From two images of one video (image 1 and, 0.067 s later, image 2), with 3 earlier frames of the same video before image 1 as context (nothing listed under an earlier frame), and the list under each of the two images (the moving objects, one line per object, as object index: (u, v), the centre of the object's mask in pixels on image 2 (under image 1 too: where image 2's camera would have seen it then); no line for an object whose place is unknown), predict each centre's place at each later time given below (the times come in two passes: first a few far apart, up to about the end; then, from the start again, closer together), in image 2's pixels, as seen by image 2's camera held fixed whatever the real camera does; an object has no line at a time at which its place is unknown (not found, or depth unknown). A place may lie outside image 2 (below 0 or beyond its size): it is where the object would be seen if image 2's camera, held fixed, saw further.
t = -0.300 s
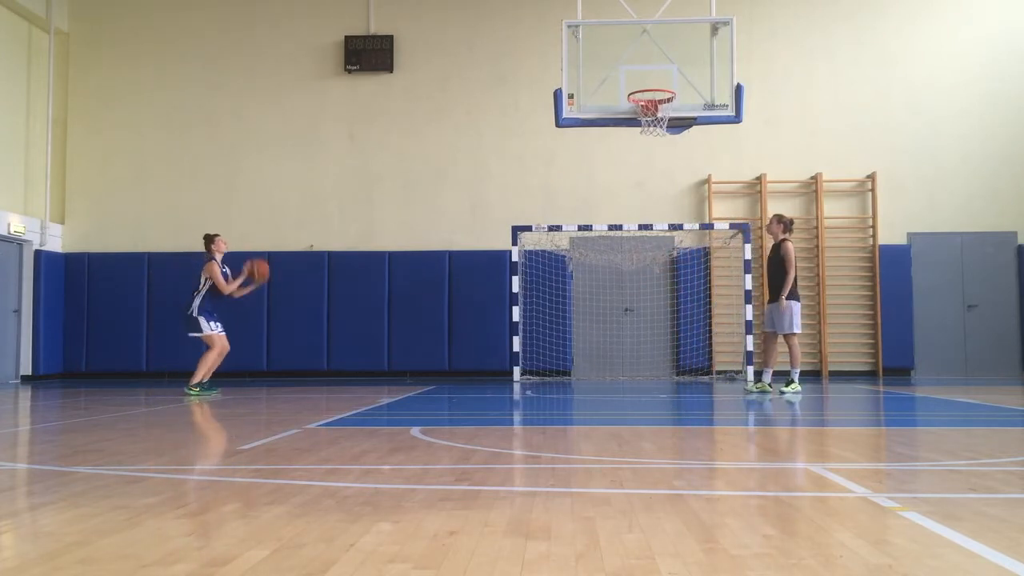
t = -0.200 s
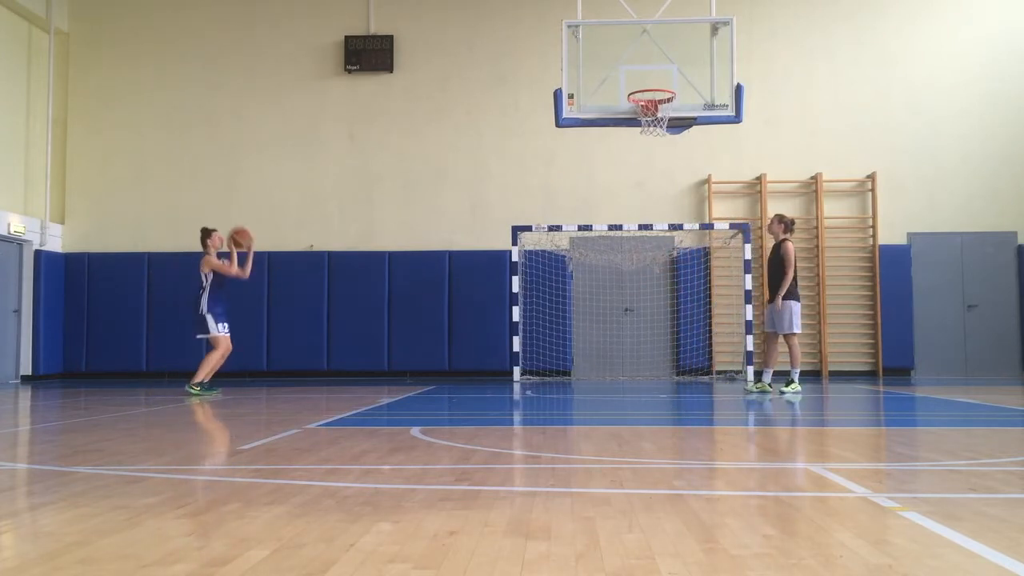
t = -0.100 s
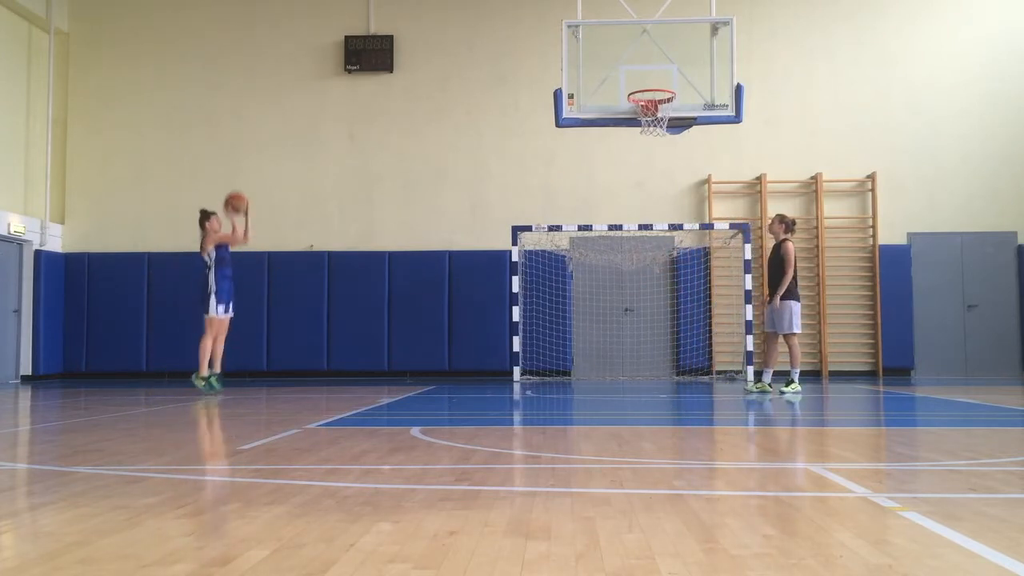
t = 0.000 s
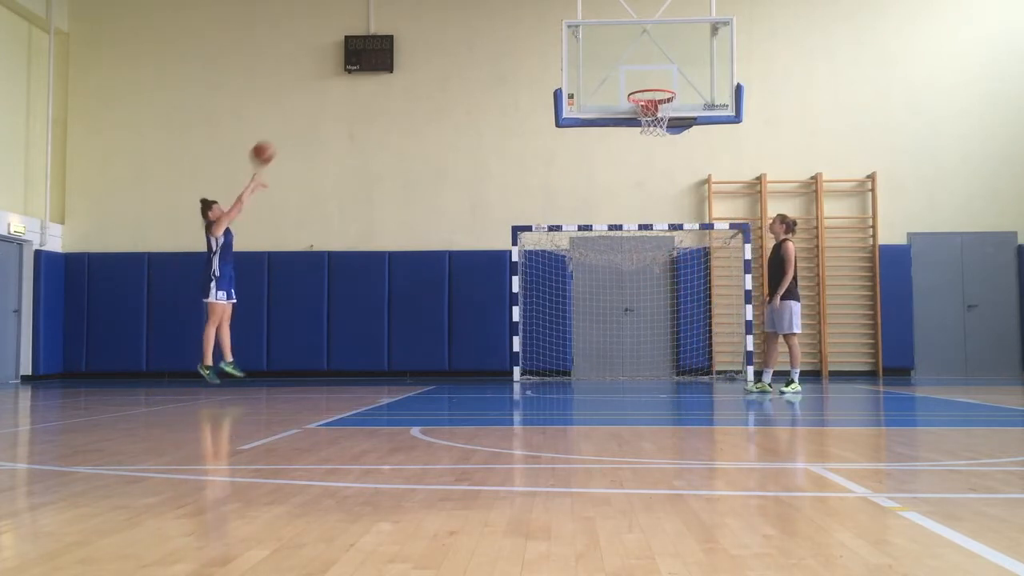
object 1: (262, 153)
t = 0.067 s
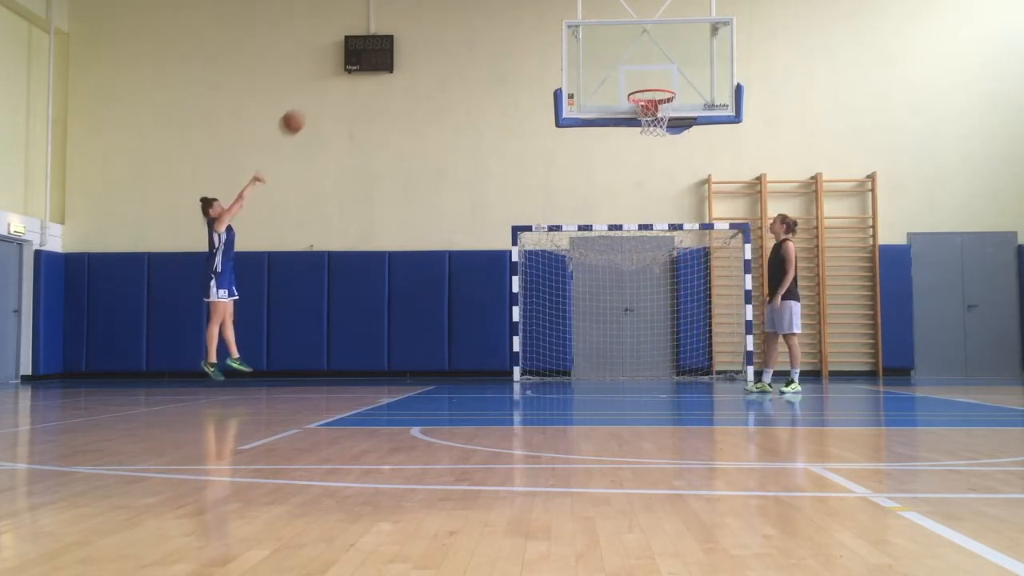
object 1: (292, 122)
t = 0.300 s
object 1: (393, 49)
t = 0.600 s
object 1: (520, 29)
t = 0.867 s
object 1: (631, 80)
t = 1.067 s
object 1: (672, 126)
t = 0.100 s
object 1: (306, 108)
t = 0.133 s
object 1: (320, 96)
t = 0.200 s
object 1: (349, 74)
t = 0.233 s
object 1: (365, 63)
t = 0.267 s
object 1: (378, 58)
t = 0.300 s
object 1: (393, 49)
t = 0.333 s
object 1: (407, 42)
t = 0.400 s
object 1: (436, 33)
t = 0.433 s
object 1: (450, 30)
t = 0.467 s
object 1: (464, 27)
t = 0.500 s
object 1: (477, 26)
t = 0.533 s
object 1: (492, 26)
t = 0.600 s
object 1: (520, 29)
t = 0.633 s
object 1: (534, 32)
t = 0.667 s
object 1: (547, 36)
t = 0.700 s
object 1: (562, 41)
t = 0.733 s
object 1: (576, 47)
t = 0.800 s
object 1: (603, 62)
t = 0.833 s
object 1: (617, 71)
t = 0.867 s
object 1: (631, 80)
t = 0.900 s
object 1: (645, 87)
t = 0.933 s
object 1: (659, 97)
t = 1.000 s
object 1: (671, 114)
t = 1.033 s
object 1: (671, 120)
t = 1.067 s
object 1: (672, 126)
